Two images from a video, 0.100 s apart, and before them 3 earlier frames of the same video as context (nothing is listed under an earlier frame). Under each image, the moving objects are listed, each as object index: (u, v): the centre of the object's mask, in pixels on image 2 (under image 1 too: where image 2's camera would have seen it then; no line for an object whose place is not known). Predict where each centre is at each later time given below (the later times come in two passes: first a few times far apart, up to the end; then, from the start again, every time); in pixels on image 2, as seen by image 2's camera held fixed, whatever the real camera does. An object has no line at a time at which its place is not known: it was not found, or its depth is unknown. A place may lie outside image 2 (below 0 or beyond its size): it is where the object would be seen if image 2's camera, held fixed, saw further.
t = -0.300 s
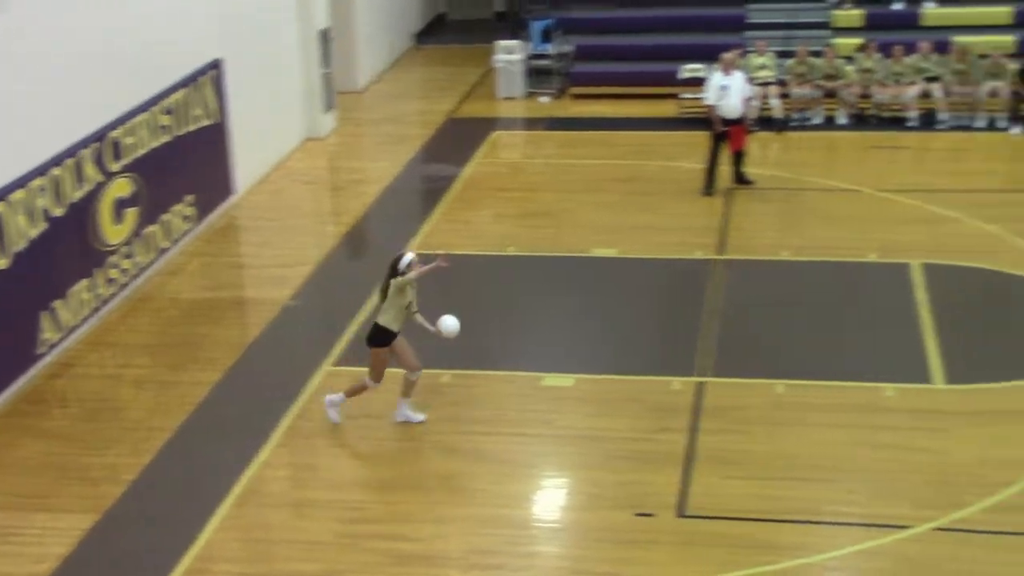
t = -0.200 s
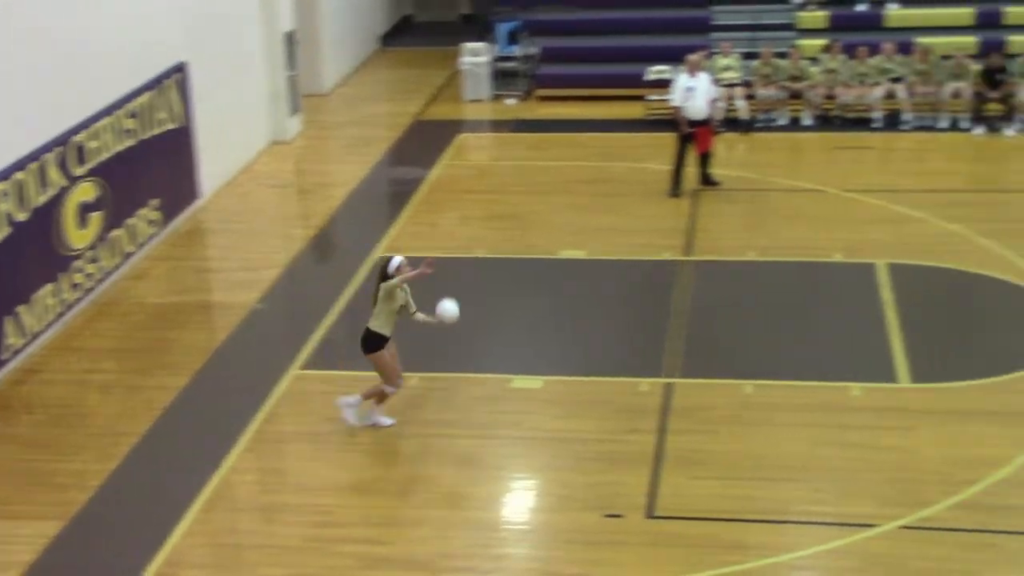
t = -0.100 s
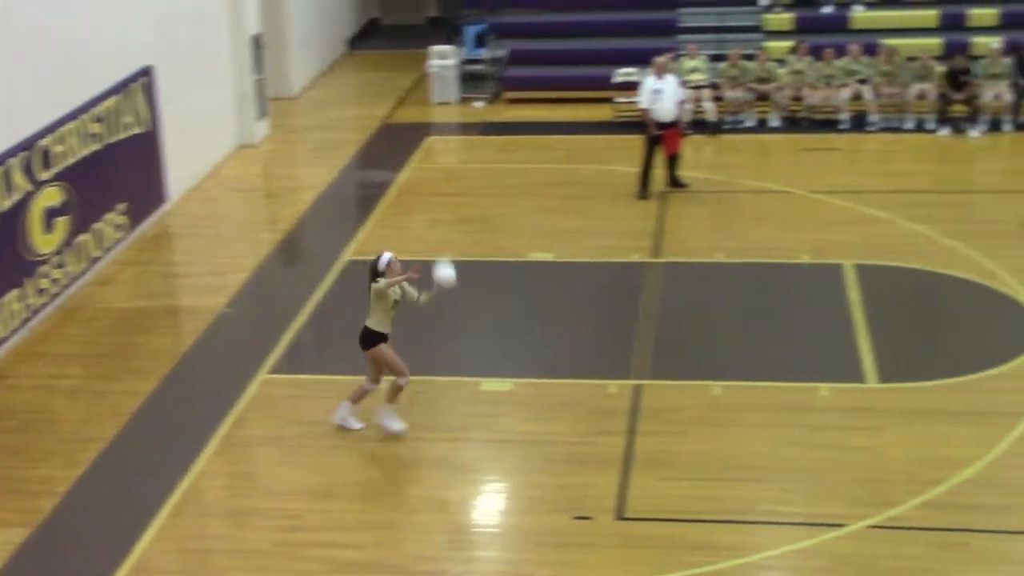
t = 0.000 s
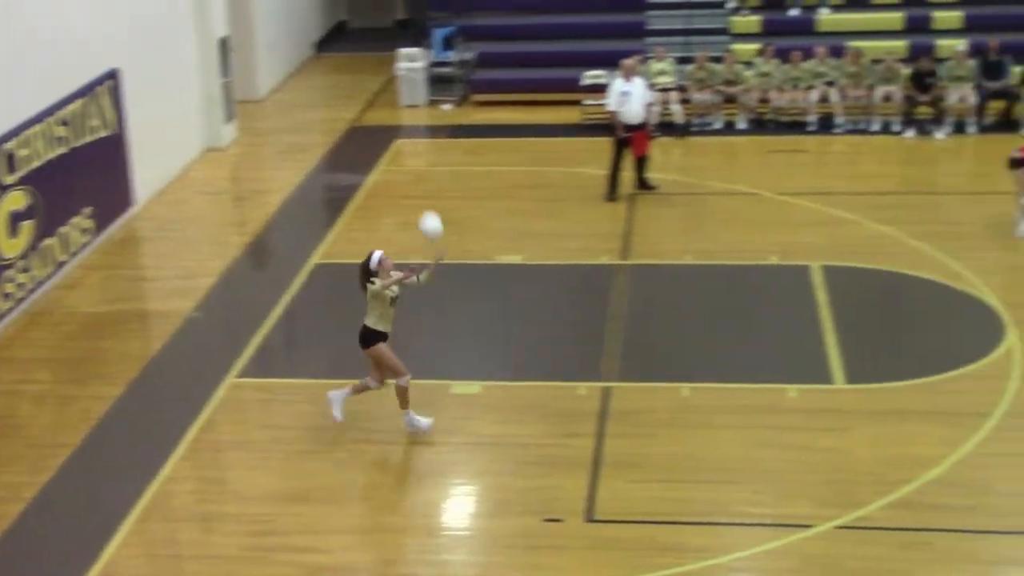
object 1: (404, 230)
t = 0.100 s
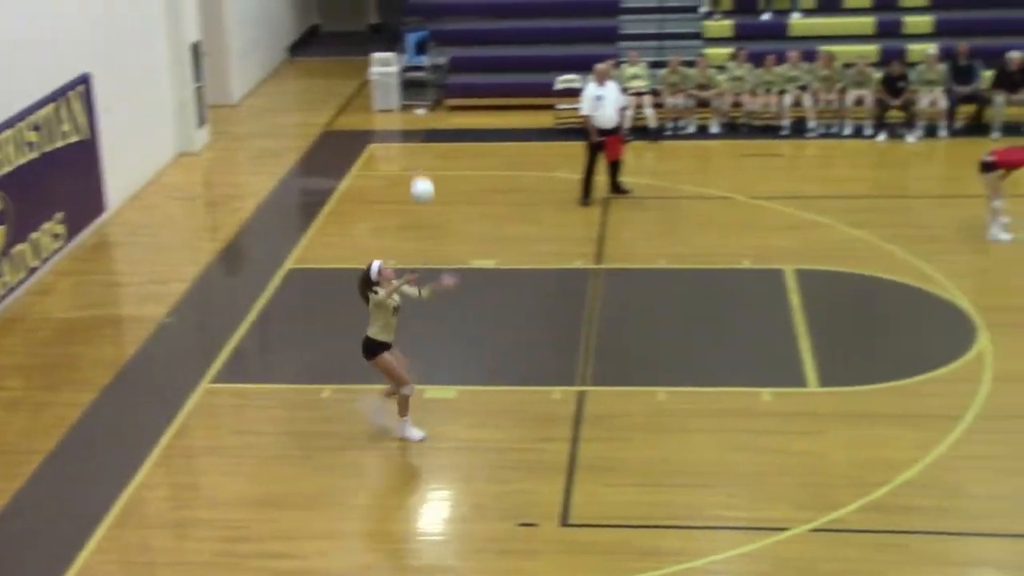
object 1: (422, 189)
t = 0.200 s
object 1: (440, 160)
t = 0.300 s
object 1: (460, 140)
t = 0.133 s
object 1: (429, 177)
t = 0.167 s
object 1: (435, 168)
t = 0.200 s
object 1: (440, 160)
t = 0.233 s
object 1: (446, 152)
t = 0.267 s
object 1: (453, 145)
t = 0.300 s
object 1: (460, 140)
